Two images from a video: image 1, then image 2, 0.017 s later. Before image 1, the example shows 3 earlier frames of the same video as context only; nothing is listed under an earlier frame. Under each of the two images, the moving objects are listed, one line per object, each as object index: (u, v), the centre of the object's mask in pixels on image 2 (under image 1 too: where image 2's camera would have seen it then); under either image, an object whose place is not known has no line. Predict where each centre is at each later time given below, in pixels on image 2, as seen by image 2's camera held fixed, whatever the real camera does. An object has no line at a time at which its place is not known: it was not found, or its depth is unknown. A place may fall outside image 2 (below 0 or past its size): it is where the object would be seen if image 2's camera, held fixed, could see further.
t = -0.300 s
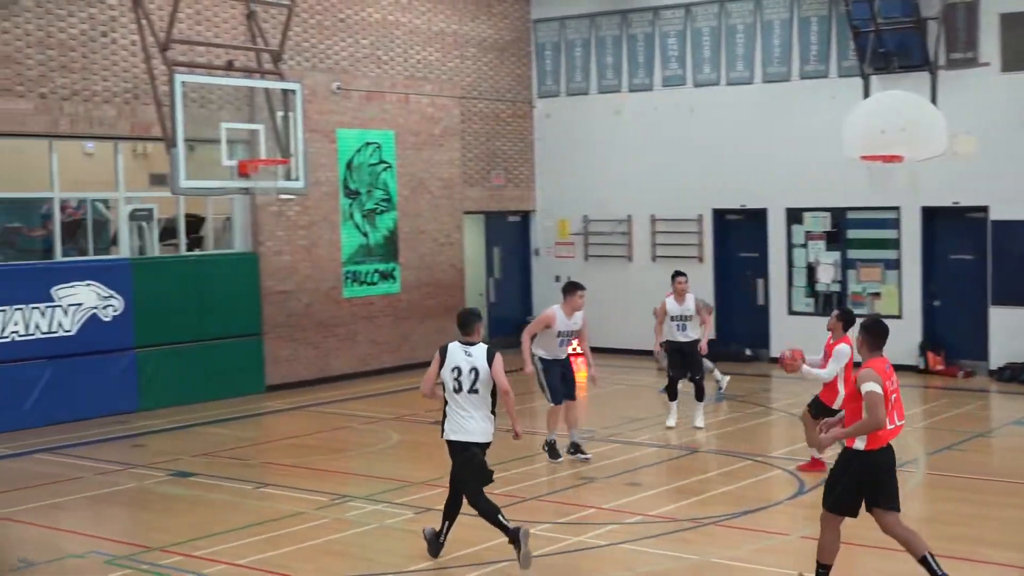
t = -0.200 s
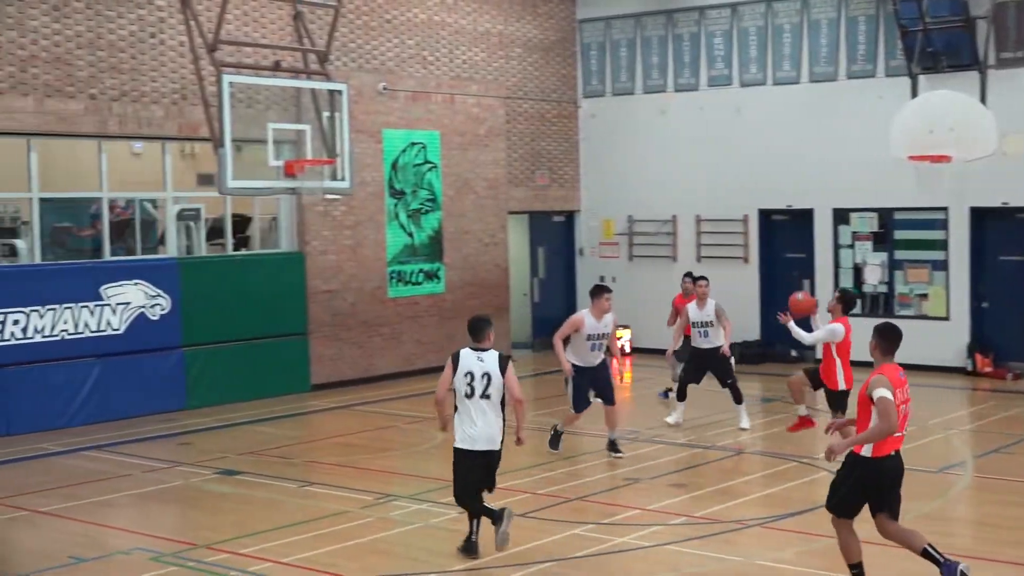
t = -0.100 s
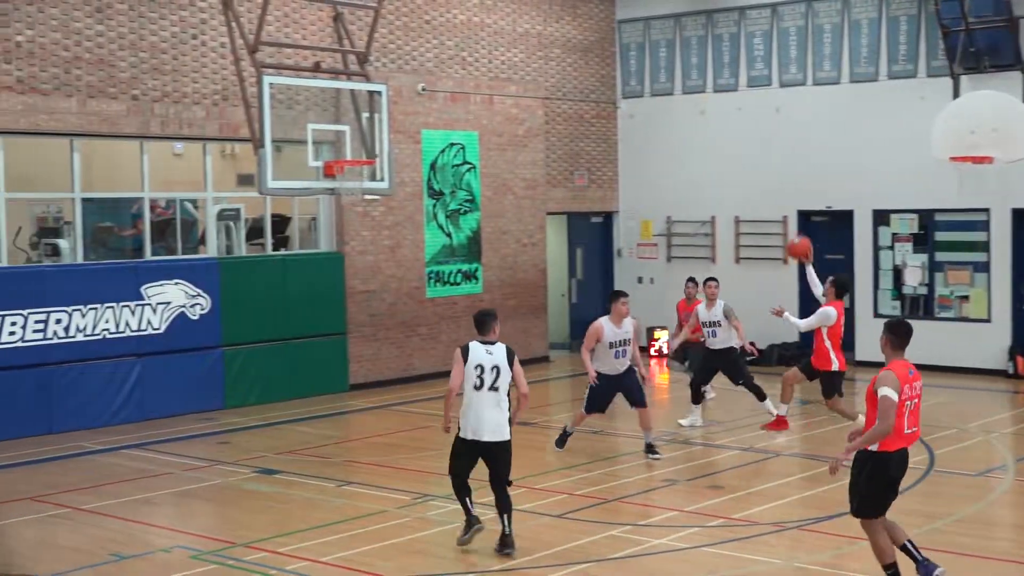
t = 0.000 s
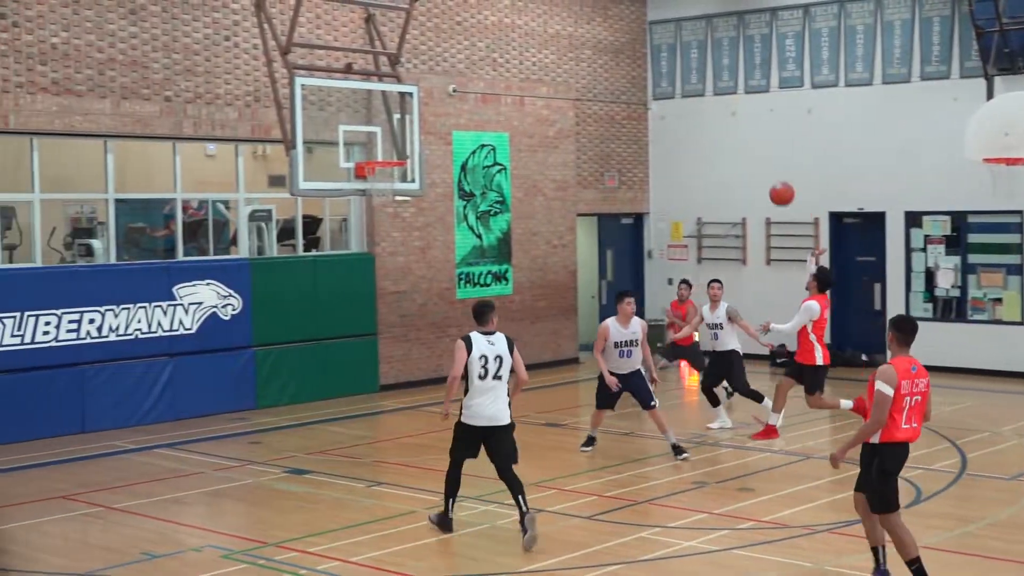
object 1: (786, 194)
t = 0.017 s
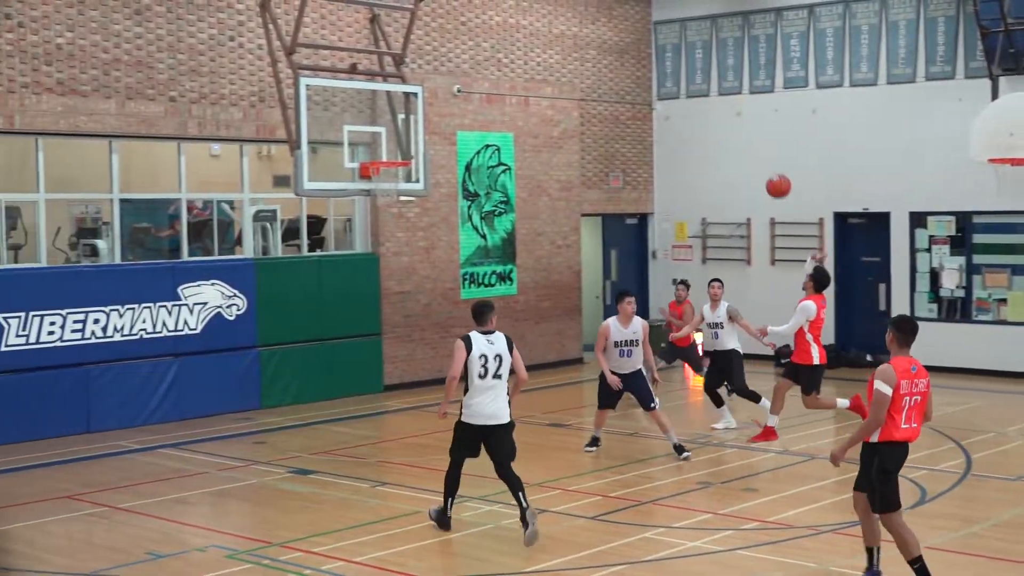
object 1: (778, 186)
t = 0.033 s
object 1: (771, 179)
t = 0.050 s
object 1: (764, 171)
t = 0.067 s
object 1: (757, 165)
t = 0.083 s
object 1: (749, 158)
